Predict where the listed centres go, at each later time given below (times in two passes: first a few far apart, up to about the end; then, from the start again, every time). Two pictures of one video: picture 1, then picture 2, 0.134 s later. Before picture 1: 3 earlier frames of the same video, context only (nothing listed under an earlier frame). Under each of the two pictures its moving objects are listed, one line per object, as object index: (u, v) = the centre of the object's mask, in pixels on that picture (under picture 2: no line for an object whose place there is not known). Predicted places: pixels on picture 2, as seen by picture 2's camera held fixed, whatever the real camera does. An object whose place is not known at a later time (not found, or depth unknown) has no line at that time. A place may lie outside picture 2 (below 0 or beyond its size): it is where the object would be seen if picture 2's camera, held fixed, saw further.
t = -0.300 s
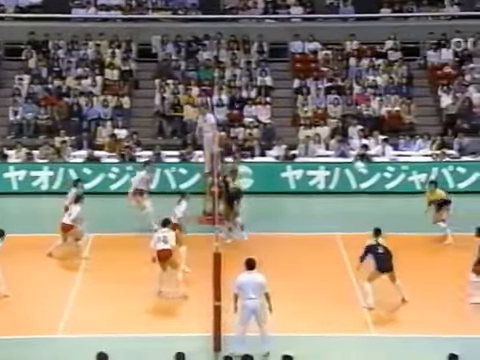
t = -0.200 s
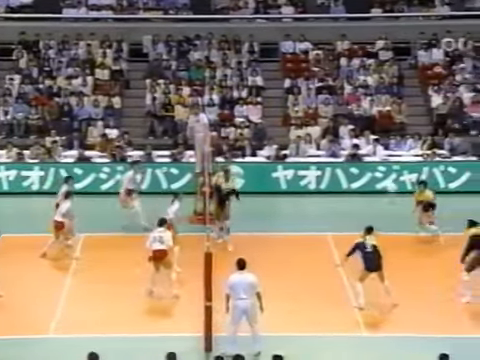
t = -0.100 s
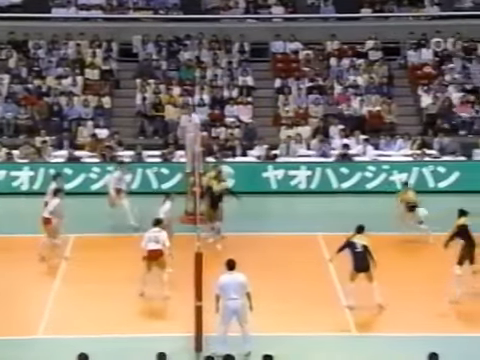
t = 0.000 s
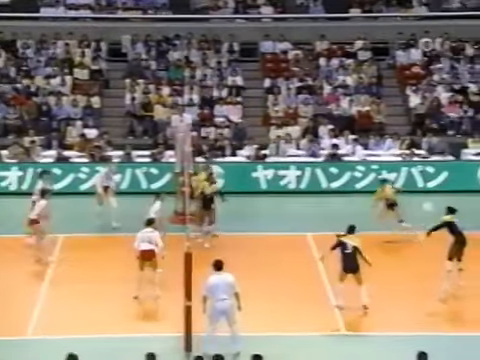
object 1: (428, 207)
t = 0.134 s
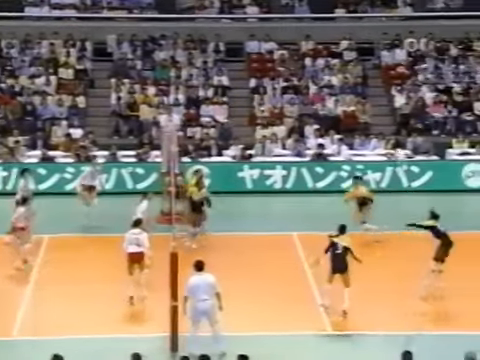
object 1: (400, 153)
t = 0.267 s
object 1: (388, 112)
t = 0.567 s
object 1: (364, 48)
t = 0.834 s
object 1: (343, 27)
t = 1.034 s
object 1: (328, 34)
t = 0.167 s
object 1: (397, 143)
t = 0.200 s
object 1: (393, 133)
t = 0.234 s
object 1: (392, 123)
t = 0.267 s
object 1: (388, 112)
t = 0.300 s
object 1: (385, 103)
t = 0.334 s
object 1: (383, 94)
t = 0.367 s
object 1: (381, 87)
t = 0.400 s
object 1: (377, 79)
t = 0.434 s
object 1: (375, 71)
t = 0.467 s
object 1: (372, 65)
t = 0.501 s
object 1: (370, 59)
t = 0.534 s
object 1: (367, 53)
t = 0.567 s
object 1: (364, 48)
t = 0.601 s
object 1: (361, 43)
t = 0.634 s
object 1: (359, 40)
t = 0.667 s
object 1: (356, 36)
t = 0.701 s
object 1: (354, 33)
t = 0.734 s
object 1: (351, 31)
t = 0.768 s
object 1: (348, 29)
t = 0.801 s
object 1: (346, 28)
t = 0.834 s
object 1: (343, 27)
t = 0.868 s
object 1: (341, 27)
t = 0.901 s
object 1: (338, 27)
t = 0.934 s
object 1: (335, 28)
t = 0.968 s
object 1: (333, 29)
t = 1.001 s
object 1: (330, 31)
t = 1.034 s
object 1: (328, 34)
